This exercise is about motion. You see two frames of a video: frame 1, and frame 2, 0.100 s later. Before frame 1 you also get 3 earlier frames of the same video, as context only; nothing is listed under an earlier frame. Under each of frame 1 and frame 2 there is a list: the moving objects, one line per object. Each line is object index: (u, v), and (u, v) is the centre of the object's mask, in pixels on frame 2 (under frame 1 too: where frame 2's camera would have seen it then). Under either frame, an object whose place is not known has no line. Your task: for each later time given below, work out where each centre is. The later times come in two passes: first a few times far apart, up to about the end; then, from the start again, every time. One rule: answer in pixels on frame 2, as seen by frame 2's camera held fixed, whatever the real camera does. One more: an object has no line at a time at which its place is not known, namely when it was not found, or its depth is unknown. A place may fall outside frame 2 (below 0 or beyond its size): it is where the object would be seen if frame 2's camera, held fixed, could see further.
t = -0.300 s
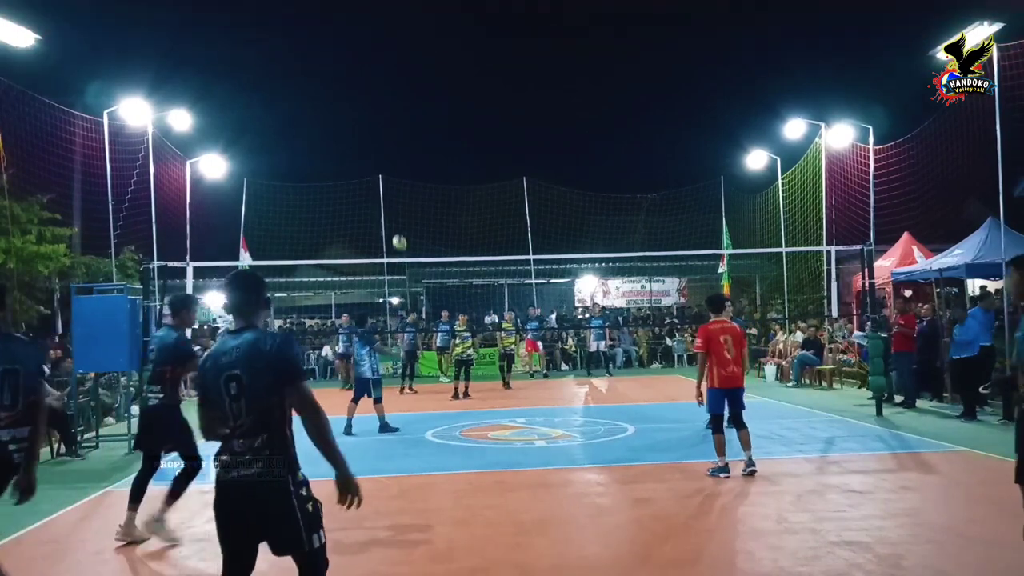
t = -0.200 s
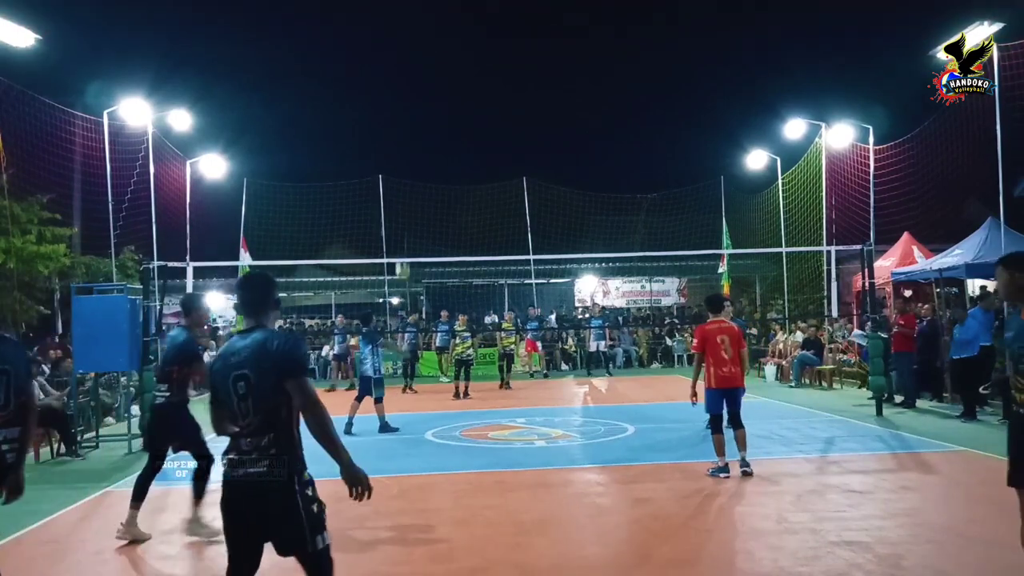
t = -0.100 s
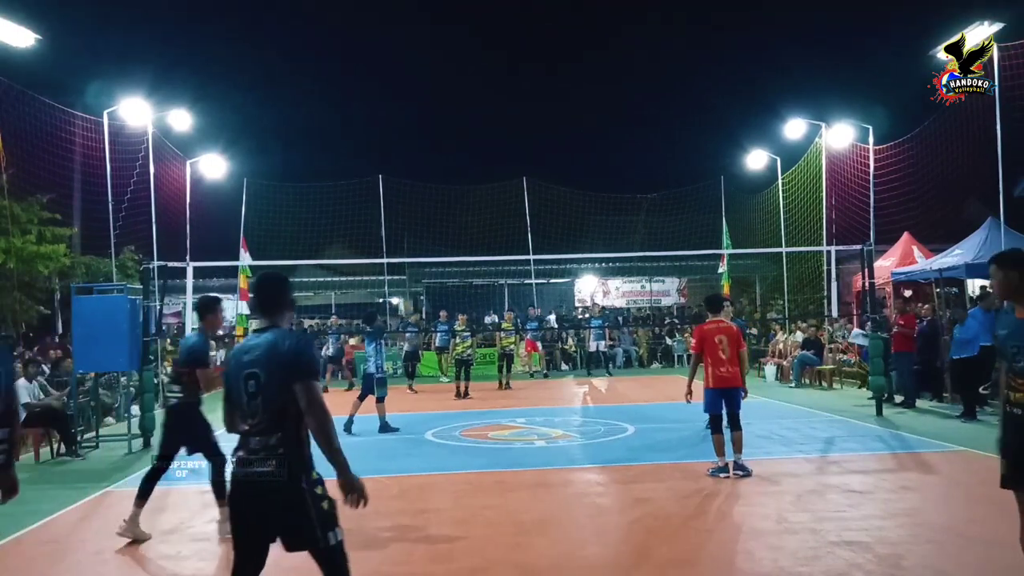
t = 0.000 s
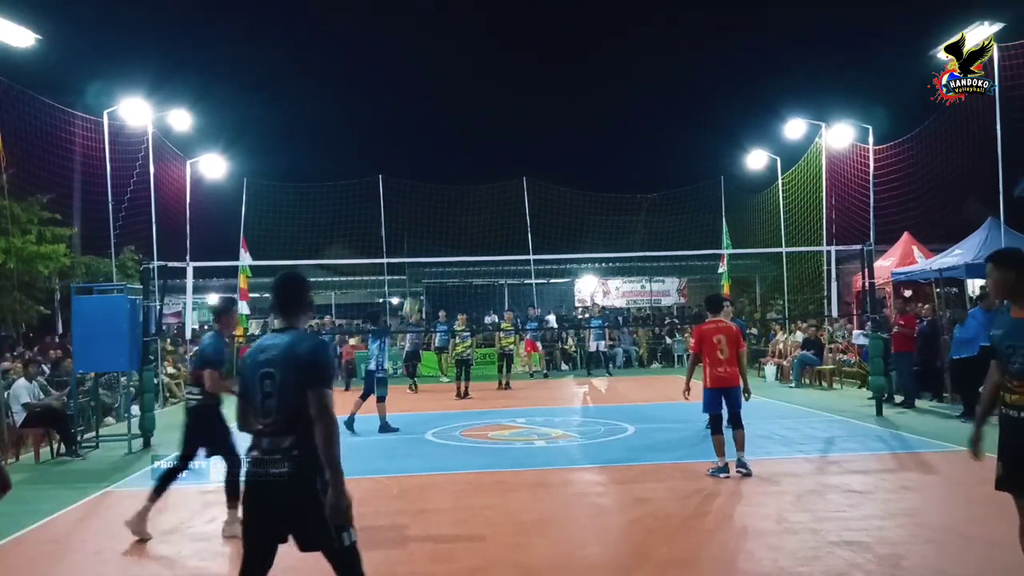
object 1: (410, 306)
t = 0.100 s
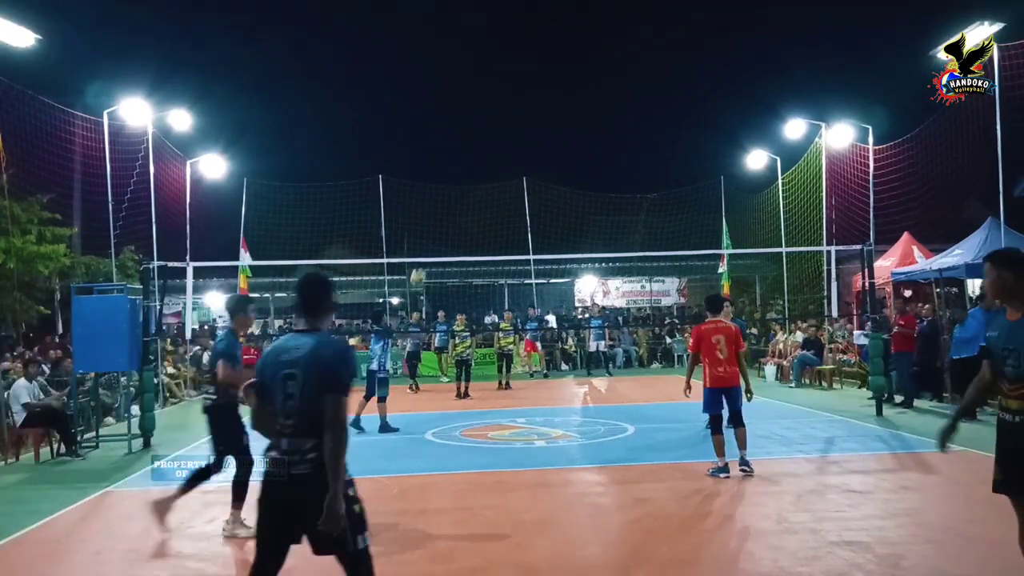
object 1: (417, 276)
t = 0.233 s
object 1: (427, 249)
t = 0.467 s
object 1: (442, 231)
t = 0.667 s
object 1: (453, 243)
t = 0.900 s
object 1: (466, 284)
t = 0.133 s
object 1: (420, 269)
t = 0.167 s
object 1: (422, 260)
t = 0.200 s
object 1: (425, 252)
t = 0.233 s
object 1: (427, 249)
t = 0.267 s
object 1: (429, 244)
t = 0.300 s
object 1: (431, 241)
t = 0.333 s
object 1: (433, 237)
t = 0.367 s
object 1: (435, 234)
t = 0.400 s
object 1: (437, 233)
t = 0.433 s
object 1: (440, 232)
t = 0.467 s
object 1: (442, 231)
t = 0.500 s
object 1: (443, 231)
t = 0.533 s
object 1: (445, 233)
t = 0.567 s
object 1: (448, 234)
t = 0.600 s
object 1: (449, 236)
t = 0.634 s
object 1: (451, 239)
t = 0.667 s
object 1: (453, 243)
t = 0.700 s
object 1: (455, 247)
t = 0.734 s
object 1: (457, 251)
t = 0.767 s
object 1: (458, 257)
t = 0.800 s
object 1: (460, 264)
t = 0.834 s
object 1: (462, 270)
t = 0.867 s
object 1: (464, 275)
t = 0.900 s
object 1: (466, 284)
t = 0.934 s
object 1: (468, 291)
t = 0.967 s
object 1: (469, 300)
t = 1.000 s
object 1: (472, 309)
